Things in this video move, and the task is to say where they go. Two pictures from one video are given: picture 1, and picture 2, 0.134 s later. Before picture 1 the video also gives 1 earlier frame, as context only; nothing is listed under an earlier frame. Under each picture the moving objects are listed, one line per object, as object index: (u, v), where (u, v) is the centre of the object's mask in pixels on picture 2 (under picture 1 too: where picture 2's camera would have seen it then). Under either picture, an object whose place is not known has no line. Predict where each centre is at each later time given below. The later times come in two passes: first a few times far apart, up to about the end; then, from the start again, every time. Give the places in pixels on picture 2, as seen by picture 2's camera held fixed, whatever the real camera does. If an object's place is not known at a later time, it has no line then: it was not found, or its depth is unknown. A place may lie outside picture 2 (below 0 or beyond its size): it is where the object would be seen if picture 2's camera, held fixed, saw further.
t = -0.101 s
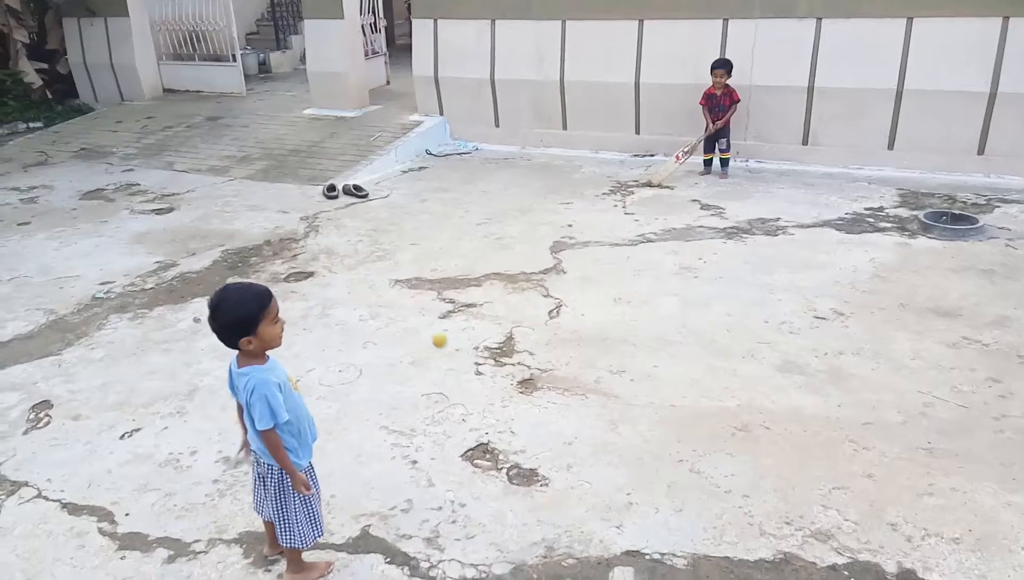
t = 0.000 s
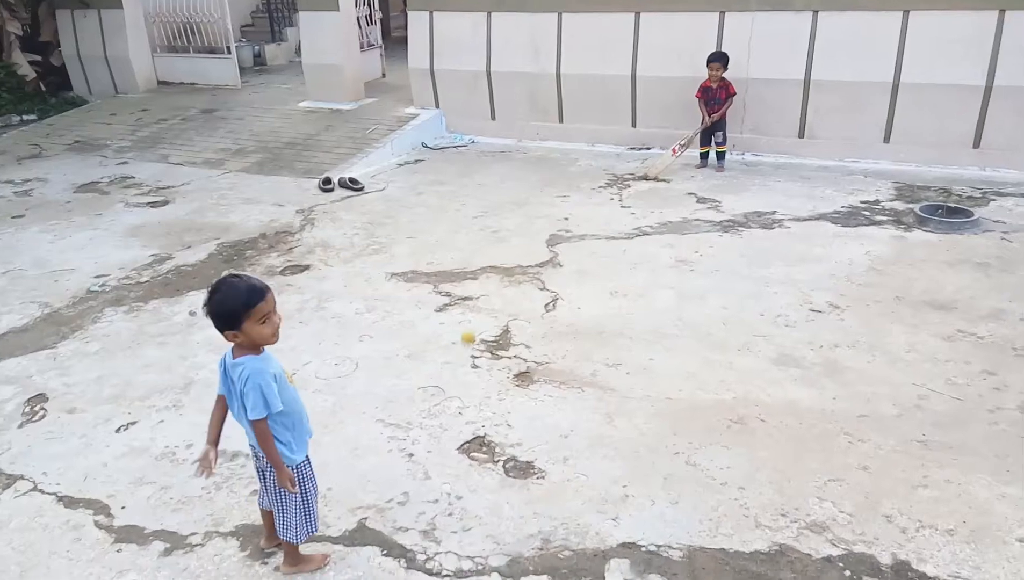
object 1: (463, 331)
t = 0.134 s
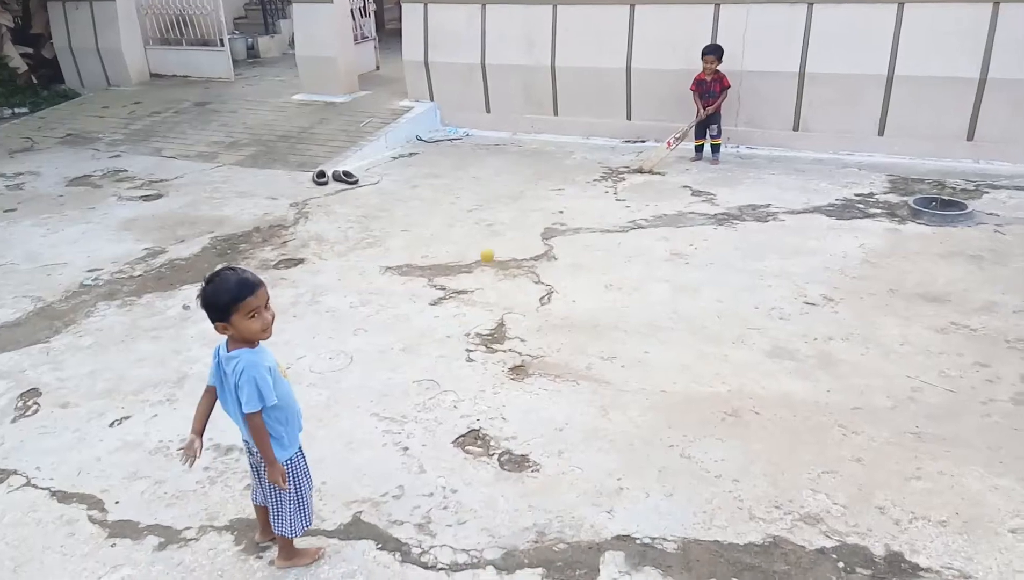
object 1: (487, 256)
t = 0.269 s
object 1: (512, 221)
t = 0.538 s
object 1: (556, 259)
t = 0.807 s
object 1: (584, 207)
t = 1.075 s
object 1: (606, 225)
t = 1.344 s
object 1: (624, 195)
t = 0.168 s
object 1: (493, 243)
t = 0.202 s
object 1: (499, 233)
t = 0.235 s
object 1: (506, 226)
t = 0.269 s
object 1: (512, 221)
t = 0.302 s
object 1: (518, 218)
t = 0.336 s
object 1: (523, 218)
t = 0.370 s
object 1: (529, 220)
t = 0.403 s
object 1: (535, 224)
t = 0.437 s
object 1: (541, 229)
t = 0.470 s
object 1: (546, 237)
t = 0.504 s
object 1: (551, 247)
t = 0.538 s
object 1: (556, 259)
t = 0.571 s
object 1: (561, 272)
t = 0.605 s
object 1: (565, 265)
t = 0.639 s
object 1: (568, 250)
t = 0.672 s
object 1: (571, 237)
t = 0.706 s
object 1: (575, 227)
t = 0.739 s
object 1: (578, 218)
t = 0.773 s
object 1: (581, 212)
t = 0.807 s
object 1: (584, 207)
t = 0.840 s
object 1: (587, 205)
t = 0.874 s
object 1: (590, 204)
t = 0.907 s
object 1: (593, 205)
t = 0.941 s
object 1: (596, 208)
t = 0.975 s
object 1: (599, 213)
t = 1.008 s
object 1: (601, 220)
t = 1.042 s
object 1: (604, 227)
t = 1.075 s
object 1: (606, 225)
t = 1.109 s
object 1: (609, 215)
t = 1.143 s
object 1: (611, 207)
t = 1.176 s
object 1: (614, 200)
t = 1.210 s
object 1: (616, 196)
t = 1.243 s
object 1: (618, 193)
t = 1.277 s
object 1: (620, 192)
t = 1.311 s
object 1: (622, 192)
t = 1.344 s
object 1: (624, 195)
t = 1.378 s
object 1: (626, 198)
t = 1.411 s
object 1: (627, 203)
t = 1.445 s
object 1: (629, 196)
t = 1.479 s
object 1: (630, 189)
